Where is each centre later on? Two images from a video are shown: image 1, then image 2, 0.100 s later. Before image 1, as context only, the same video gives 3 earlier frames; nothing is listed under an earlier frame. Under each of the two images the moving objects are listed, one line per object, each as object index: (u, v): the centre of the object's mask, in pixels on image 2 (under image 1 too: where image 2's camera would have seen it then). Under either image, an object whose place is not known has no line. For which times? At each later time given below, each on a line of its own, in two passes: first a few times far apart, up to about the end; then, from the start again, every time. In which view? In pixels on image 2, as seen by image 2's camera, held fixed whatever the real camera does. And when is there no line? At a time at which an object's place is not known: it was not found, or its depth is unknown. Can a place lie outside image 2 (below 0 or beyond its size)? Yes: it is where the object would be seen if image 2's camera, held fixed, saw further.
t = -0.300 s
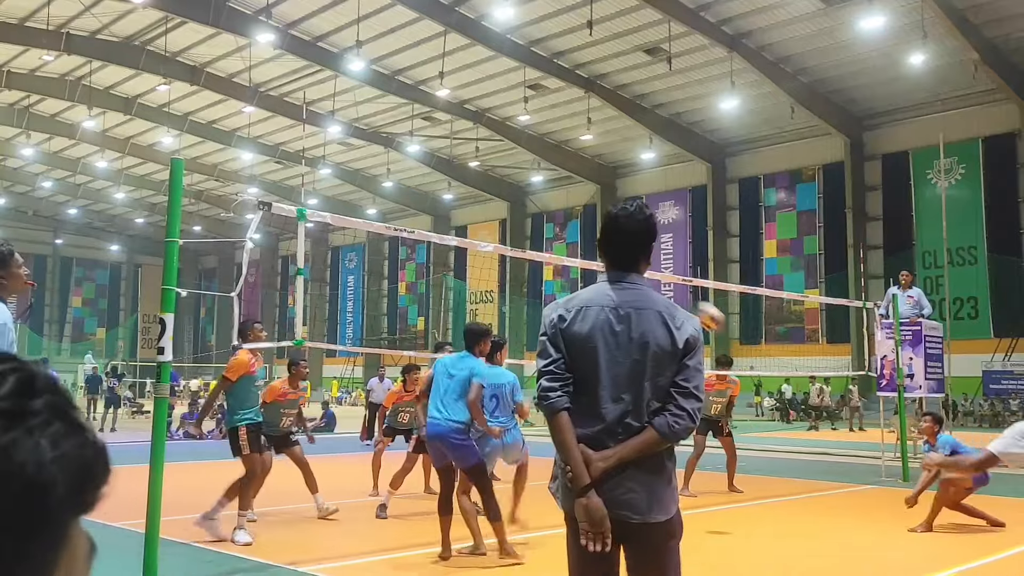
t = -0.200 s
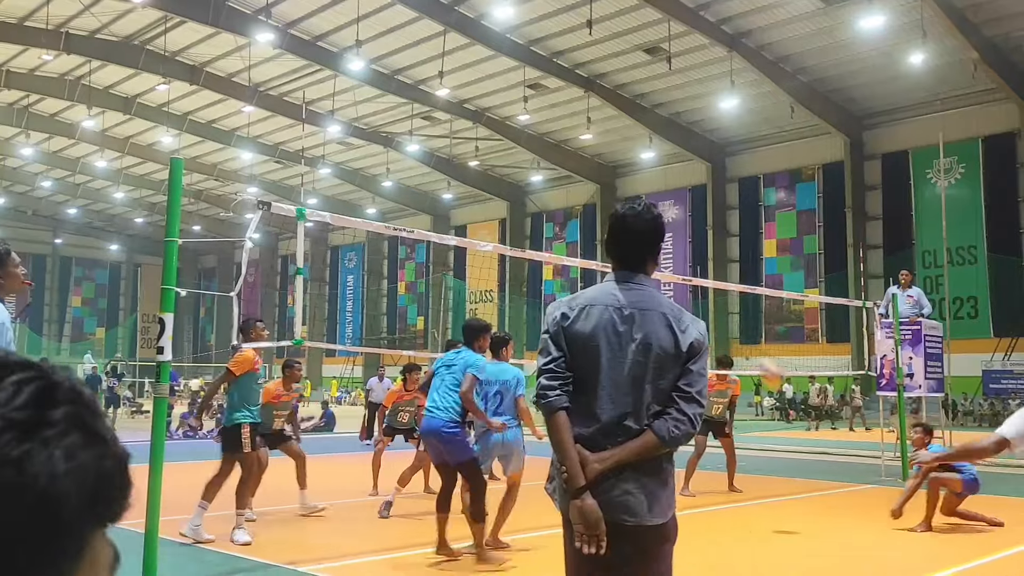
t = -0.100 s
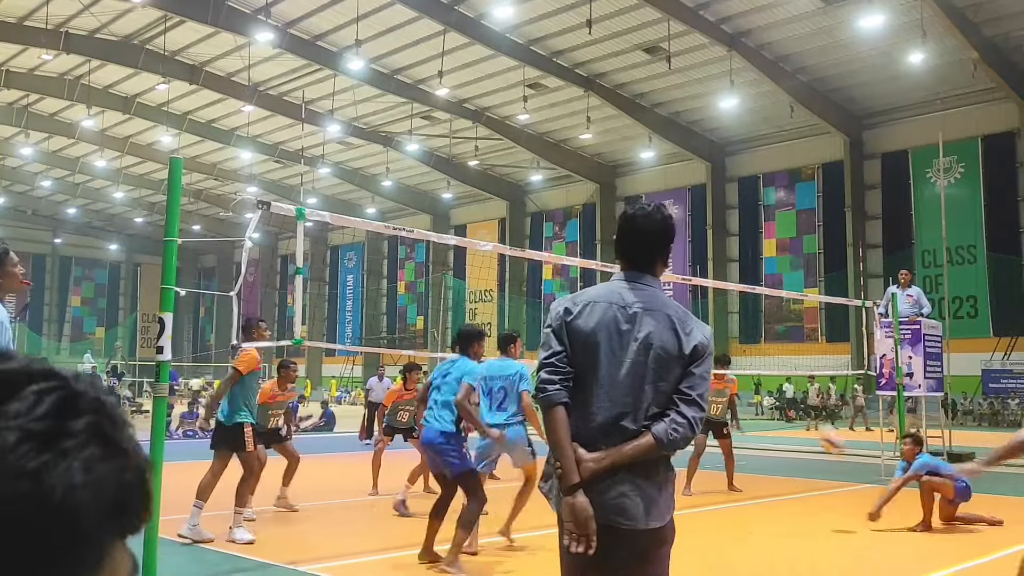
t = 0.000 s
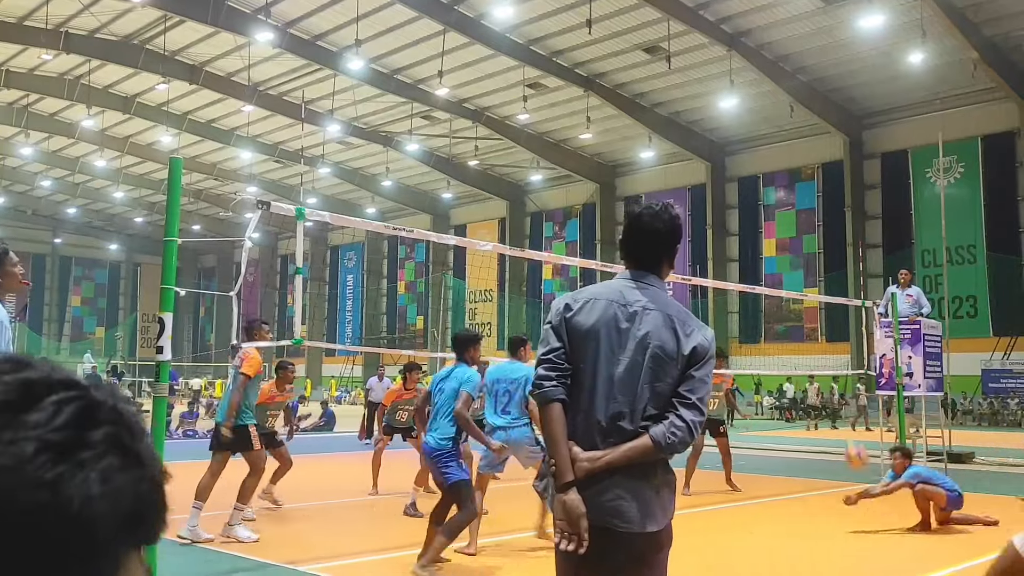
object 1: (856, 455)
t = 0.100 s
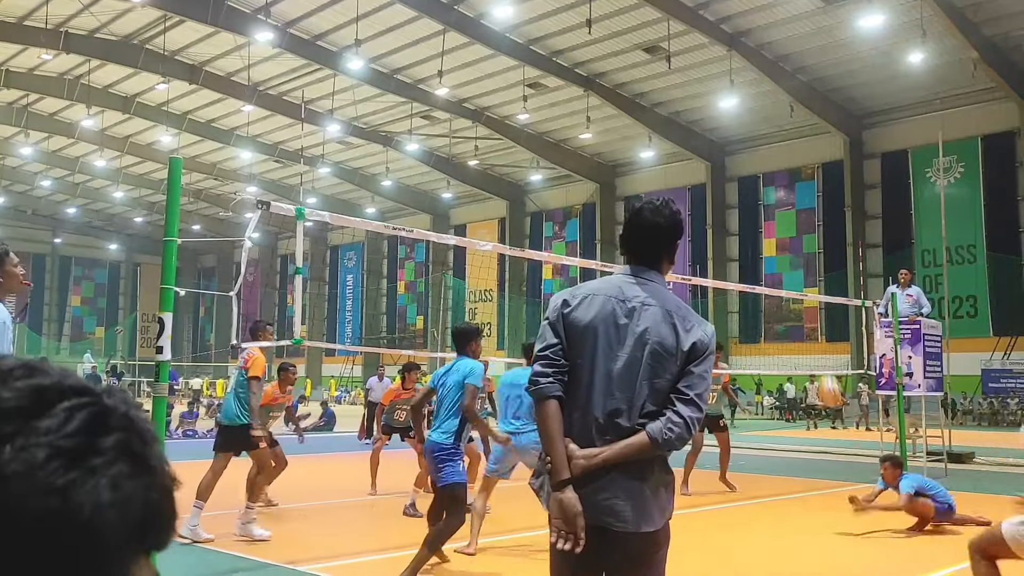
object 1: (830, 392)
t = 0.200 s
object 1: (803, 332)
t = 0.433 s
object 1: (748, 247)
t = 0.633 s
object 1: (700, 214)
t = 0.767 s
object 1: (669, 216)
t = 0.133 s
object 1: (822, 370)
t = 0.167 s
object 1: (813, 351)
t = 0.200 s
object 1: (803, 332)
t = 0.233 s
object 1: (797, 320)
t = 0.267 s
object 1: (789, 307)
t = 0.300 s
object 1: (780, 291)
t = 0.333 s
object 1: (772, 277)
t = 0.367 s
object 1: (764, 267)
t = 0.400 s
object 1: (755, 256)
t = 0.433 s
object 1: (748, 247)
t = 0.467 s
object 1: (741, 239)
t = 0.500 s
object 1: (732, 231)
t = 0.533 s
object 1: (724, 226)
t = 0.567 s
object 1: (716, 220)
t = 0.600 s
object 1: (708, 217)
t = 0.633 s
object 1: (700, 214)
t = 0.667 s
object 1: (692, 212)
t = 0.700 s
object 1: (685, 212)
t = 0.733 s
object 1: (674, 214)
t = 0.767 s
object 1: (669, 216)
